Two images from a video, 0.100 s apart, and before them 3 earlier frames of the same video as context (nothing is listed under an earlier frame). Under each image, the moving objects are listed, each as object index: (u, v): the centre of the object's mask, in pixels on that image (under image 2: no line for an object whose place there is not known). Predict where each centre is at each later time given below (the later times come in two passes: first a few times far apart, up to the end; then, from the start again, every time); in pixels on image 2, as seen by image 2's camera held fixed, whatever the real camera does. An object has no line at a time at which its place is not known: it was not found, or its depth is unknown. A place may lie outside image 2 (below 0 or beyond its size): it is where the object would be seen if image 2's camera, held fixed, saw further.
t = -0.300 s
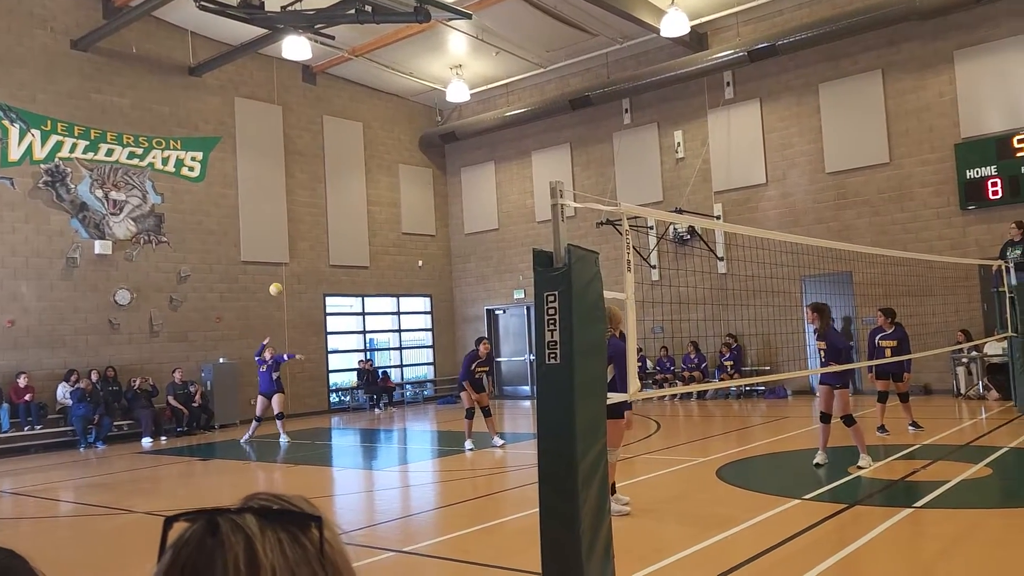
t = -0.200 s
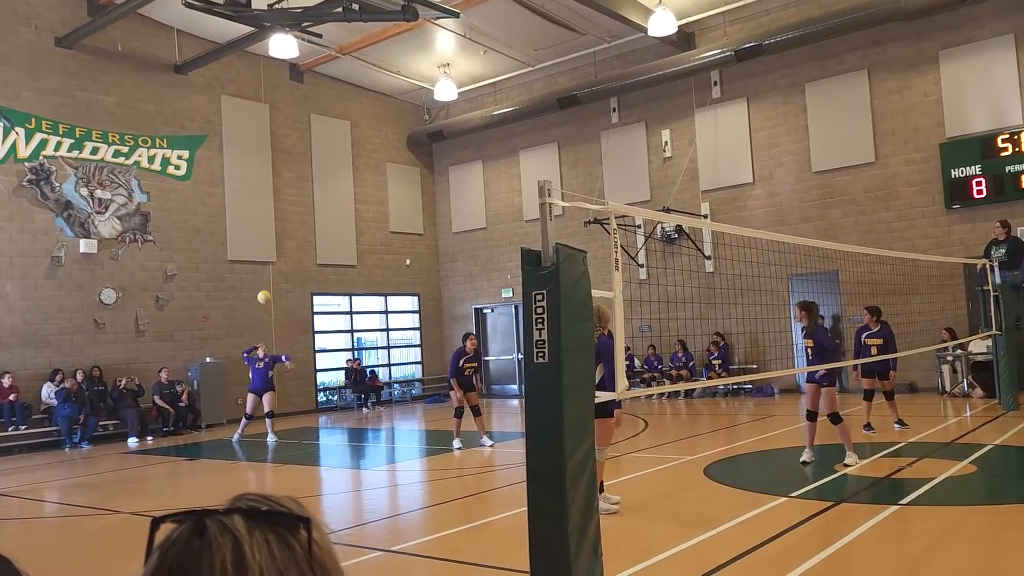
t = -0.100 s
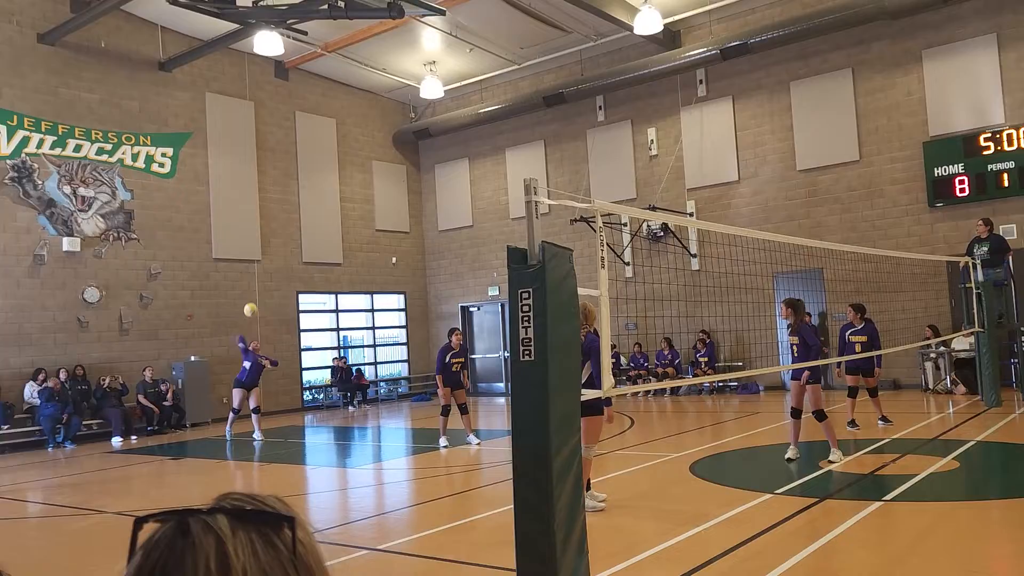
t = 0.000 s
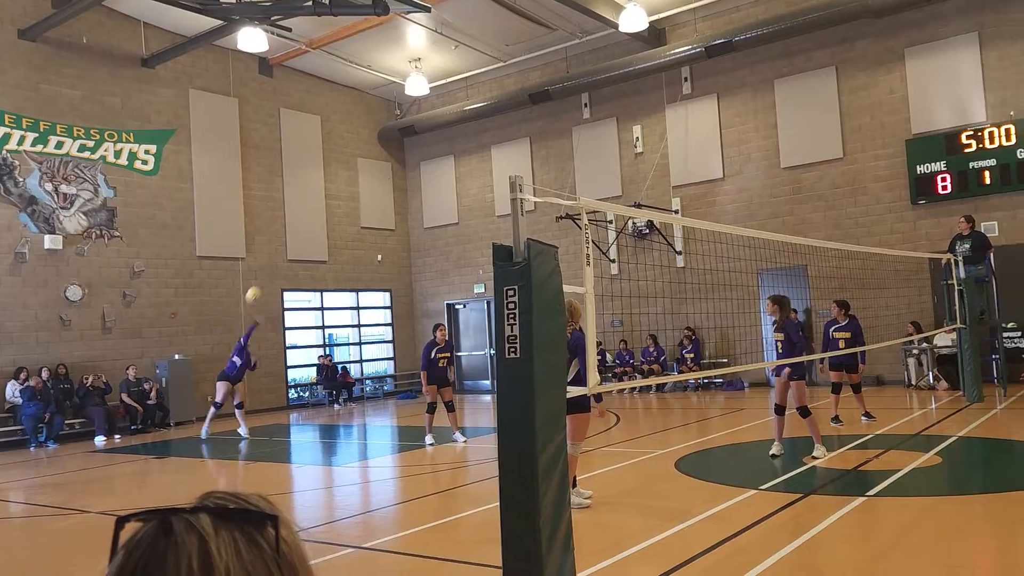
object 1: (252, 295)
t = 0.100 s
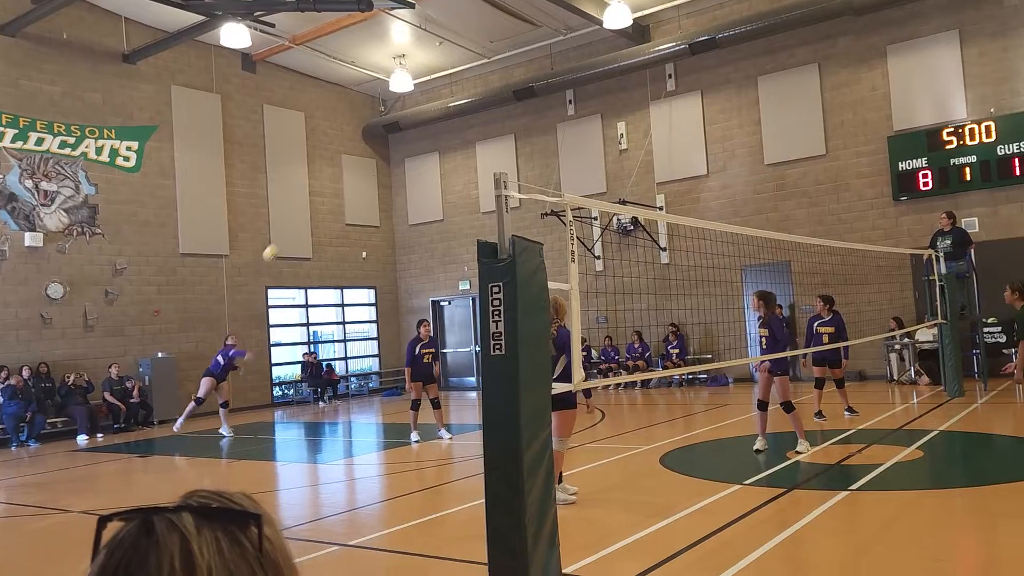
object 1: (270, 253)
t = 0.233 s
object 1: (318, 204)
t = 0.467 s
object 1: (418, 146)
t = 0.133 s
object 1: (282, 240)
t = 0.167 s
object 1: (294, 228)
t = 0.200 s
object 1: (306, 216)
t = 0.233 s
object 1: (318, 204)
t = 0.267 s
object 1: (331, 193)
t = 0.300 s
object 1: (344, 184)
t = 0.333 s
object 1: (358, 174)
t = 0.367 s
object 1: (372, 166)
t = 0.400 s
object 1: (387, 158)
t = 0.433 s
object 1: (402, 152)
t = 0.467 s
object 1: (418, 146)
